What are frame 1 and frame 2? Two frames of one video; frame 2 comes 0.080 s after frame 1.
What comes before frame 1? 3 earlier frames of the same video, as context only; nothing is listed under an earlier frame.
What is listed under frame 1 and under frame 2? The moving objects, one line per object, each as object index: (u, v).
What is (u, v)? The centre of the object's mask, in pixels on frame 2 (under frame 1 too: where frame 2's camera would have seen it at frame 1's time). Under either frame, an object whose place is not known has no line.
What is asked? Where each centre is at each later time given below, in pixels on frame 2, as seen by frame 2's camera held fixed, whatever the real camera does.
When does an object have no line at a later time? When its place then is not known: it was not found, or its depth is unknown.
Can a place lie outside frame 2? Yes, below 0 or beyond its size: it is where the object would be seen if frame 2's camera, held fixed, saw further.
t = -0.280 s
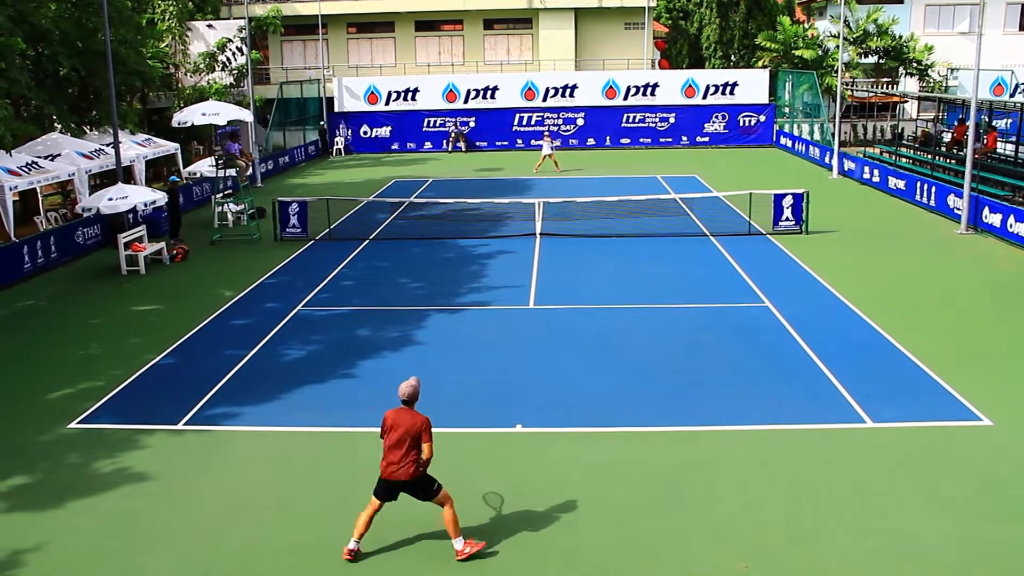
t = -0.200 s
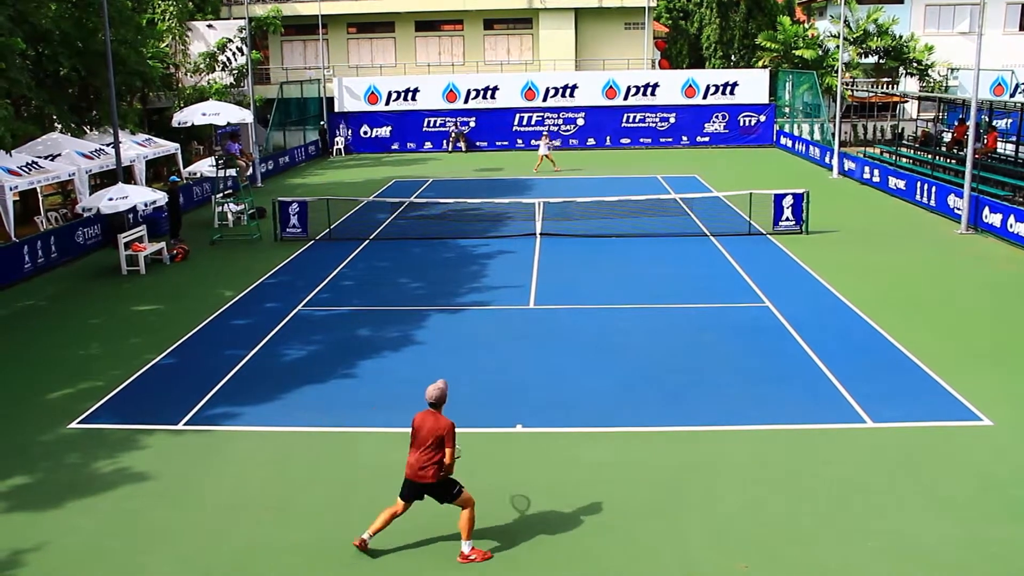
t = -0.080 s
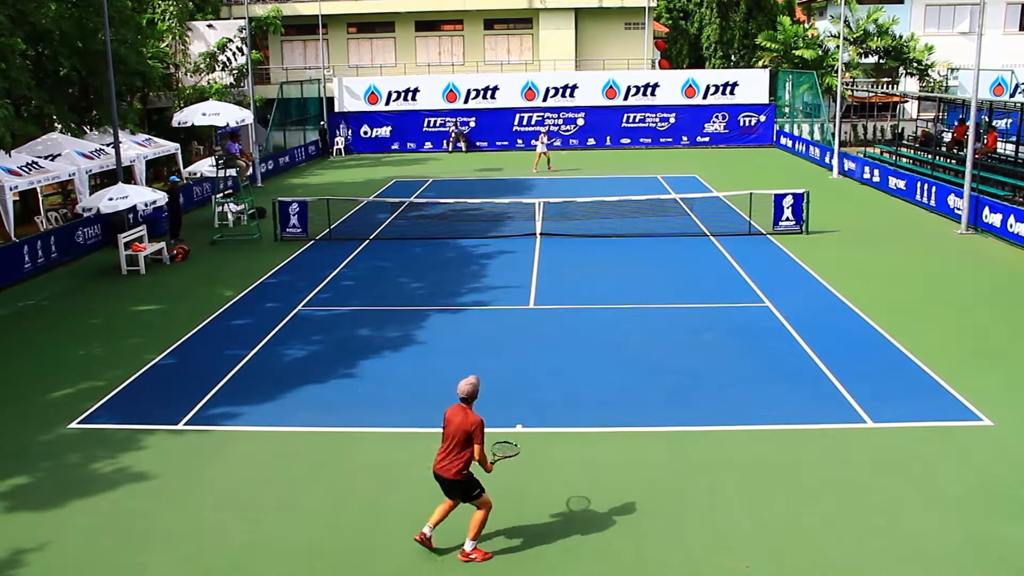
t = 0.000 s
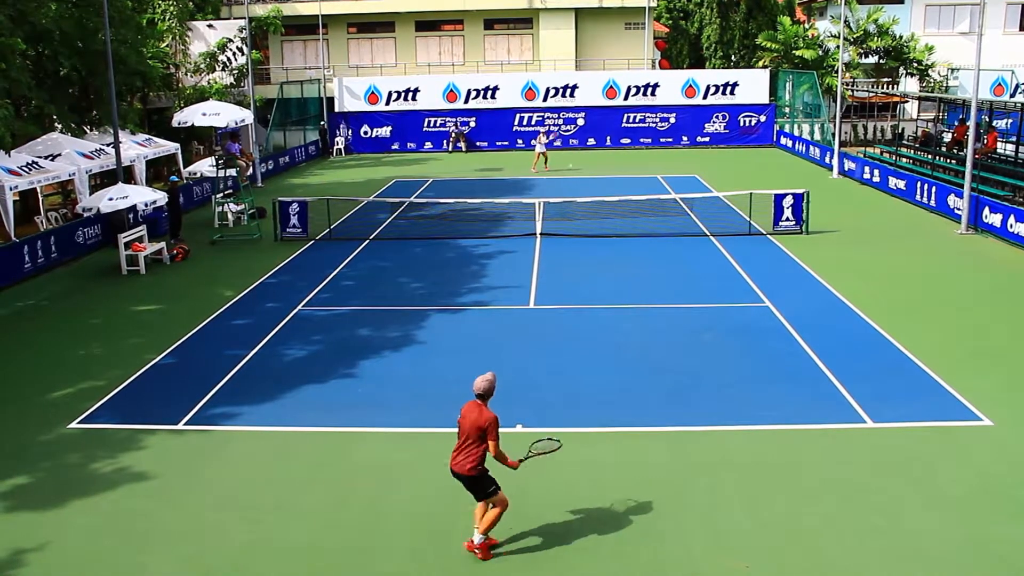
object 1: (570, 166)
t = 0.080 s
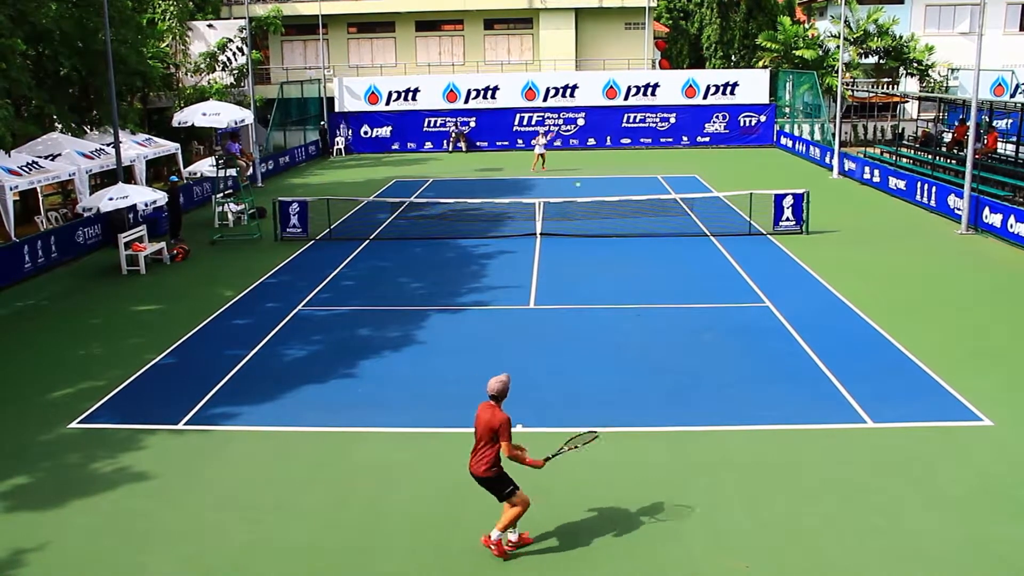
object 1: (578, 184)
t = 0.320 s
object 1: (608, 285)
